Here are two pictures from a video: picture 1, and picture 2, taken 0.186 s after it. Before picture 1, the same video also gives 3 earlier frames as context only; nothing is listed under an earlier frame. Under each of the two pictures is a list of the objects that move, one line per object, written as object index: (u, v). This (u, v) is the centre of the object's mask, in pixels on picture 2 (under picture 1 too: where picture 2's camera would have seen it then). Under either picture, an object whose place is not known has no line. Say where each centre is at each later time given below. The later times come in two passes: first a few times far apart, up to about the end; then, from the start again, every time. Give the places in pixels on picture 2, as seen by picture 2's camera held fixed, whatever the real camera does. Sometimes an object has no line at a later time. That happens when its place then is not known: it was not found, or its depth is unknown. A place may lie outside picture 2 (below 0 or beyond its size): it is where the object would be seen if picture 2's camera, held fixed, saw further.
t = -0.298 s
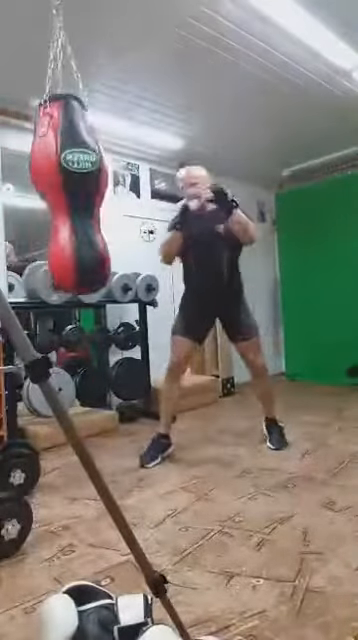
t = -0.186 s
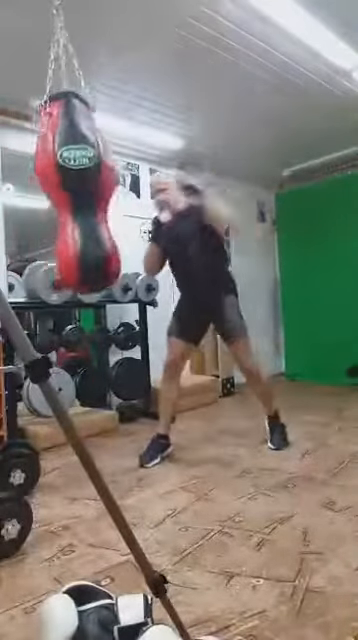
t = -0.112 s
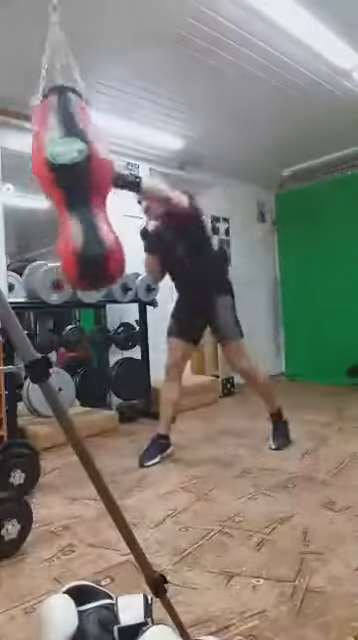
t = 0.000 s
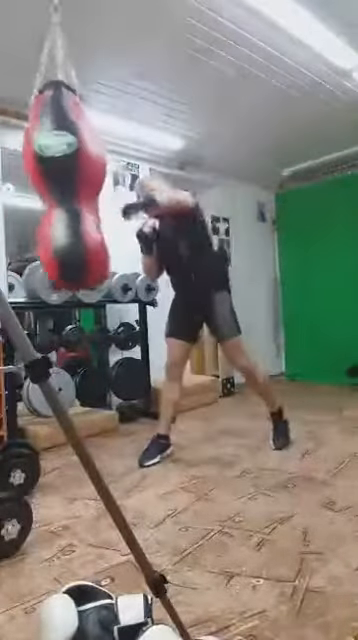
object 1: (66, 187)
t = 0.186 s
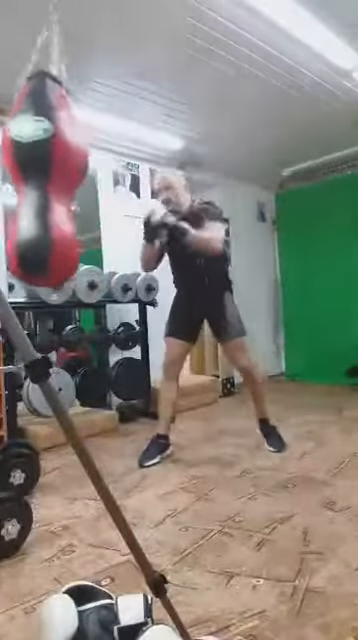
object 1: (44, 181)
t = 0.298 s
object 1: (36, 177)
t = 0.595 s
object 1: (34, 178)
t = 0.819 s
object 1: (52, 189)
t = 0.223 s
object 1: (40, 179)
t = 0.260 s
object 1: (38, 178)
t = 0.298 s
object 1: (36, 177)
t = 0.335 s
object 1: (35, 174)
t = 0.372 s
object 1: (34, 173)
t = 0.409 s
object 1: (33, 172)
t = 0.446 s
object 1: (33, 173)
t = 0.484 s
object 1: (33, 174)
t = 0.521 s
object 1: (33, 175)
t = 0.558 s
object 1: (33, 176)
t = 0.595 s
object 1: (34, 178)
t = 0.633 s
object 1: (36, 183)
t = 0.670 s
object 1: (39, 184)
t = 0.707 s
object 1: (42, 186)
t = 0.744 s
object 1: (46, 187)
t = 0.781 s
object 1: (49, 188)
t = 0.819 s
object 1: (52, 189)
